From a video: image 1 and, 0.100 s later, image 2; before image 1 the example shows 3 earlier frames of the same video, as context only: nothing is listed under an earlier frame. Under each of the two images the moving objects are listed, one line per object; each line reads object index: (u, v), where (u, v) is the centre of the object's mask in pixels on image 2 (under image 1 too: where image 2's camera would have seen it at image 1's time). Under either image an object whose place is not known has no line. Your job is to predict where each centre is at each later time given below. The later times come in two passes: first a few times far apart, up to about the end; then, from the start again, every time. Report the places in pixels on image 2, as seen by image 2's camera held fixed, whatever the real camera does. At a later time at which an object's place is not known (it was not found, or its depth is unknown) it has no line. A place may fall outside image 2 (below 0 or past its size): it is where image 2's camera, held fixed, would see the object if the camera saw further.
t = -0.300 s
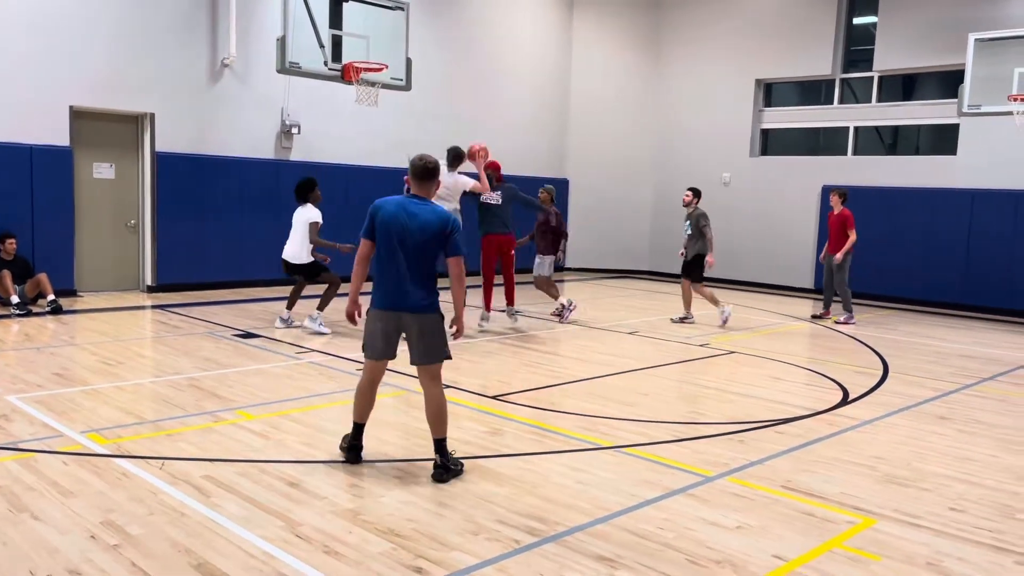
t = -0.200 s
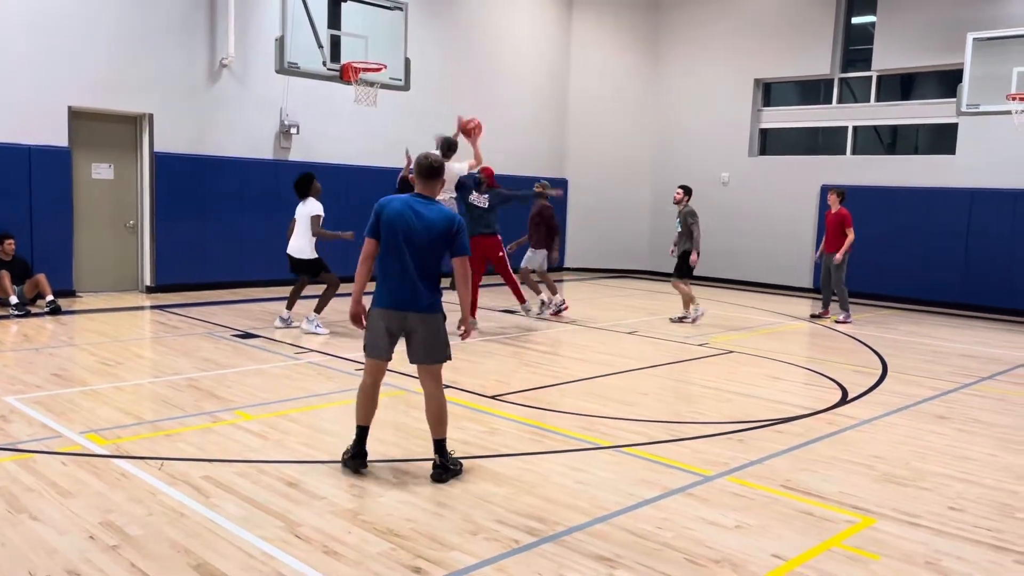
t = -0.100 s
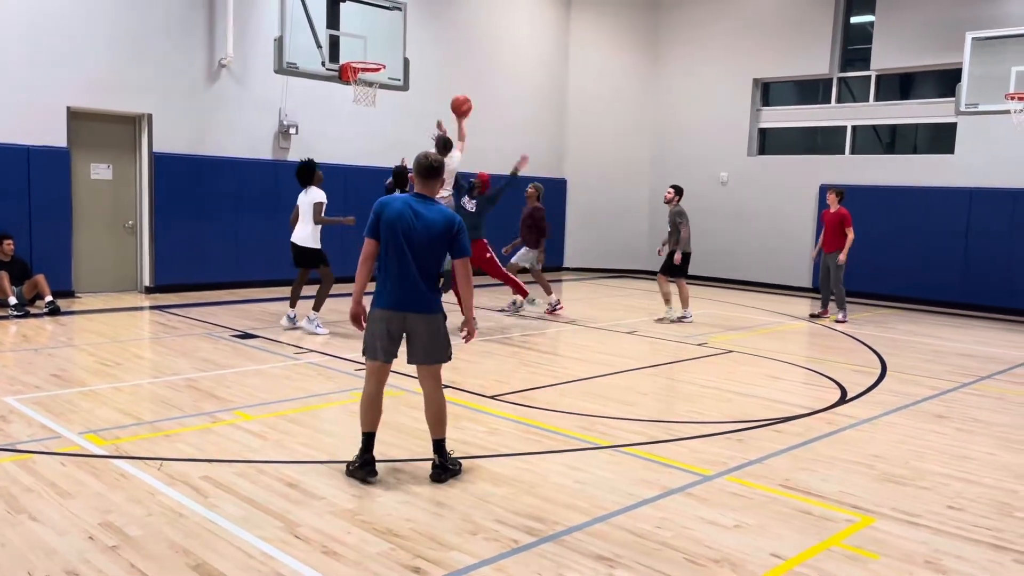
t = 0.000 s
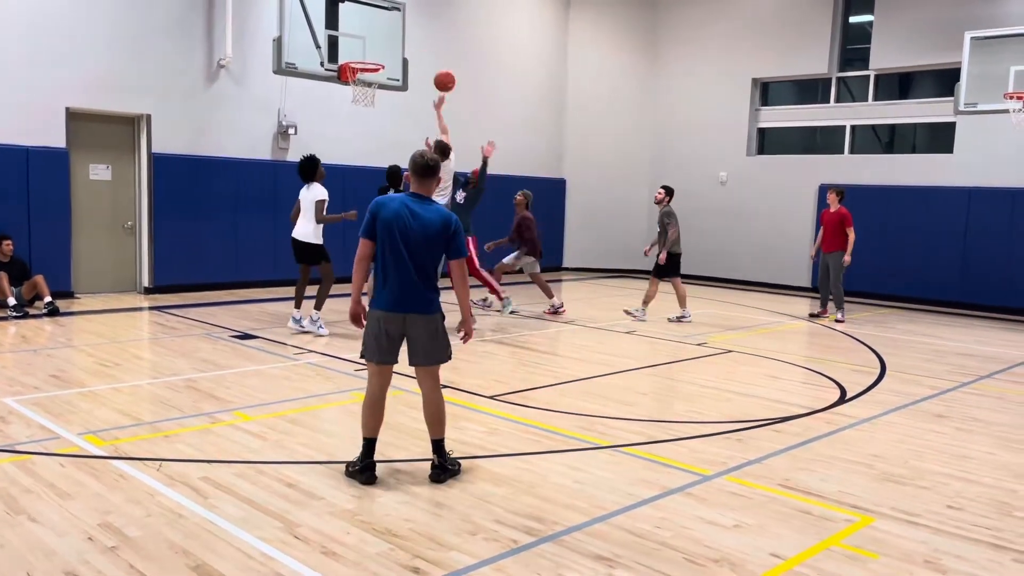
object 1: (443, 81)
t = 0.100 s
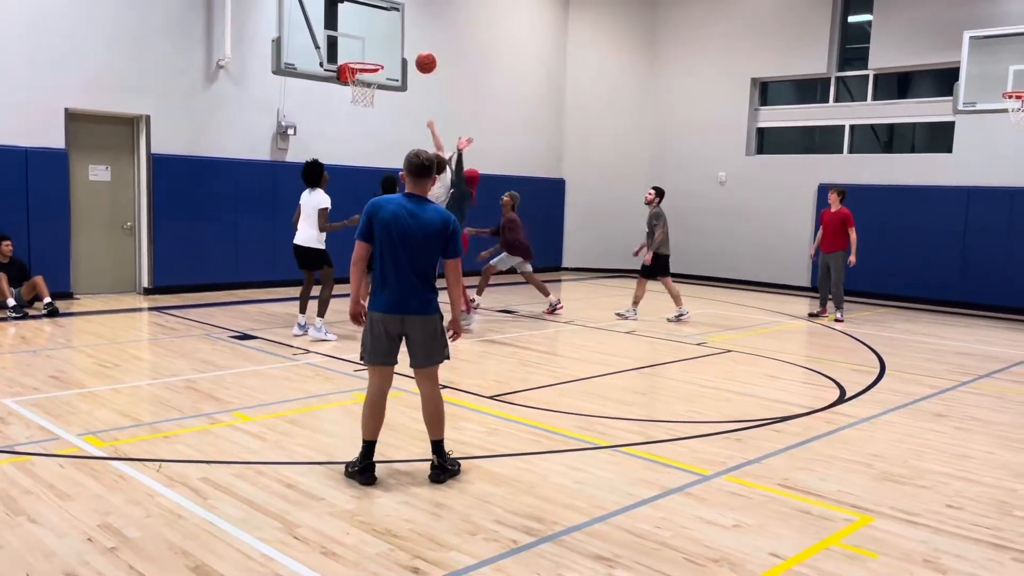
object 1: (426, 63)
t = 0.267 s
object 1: (397, 52)
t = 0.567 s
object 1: (356, 68)
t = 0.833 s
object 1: (370, 81)
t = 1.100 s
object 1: (374, 95)
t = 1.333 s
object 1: (360, 129)
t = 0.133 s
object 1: (420, 58)
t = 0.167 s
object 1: (414, 55)
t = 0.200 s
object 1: (408, 53)
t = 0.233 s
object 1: (403, 52)
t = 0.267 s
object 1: (397, 52)
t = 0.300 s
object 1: (391, 52)
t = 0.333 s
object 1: (386, 54)
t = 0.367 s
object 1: (380, 56)
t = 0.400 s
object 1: (375, 58)
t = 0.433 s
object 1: (370, 62)
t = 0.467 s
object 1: (366, 64)
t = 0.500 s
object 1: (362, 64)
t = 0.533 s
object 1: (358, 66)
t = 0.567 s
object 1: (356, 68)
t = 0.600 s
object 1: (357, 71)
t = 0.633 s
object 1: (360, 75)
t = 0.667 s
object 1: (361, 79)
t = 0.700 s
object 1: (362, 81)
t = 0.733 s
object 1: (364, 81)
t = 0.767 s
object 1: (366, 82)
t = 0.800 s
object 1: (368, 81)
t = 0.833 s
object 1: (370, 81)
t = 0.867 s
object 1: (372, 83)
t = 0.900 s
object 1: (374, 84)
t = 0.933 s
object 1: (375, 85)
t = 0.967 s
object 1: (376, 87)
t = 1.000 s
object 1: (376, 89)
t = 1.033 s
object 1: (376, 91)
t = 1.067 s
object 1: (375, 93)
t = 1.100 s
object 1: (374, 95)
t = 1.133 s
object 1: (373, 100)
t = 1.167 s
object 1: (371, 103)
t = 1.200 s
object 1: (368, 107)
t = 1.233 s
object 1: (366, 110)
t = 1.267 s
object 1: (364, 115)
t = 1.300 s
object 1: (362, 122)
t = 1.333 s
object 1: (360, 129)
